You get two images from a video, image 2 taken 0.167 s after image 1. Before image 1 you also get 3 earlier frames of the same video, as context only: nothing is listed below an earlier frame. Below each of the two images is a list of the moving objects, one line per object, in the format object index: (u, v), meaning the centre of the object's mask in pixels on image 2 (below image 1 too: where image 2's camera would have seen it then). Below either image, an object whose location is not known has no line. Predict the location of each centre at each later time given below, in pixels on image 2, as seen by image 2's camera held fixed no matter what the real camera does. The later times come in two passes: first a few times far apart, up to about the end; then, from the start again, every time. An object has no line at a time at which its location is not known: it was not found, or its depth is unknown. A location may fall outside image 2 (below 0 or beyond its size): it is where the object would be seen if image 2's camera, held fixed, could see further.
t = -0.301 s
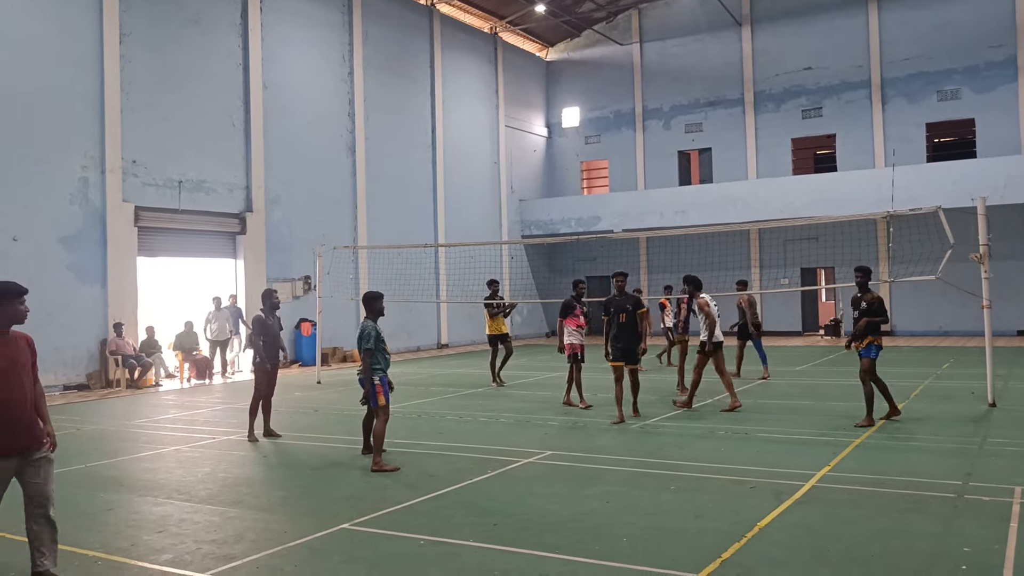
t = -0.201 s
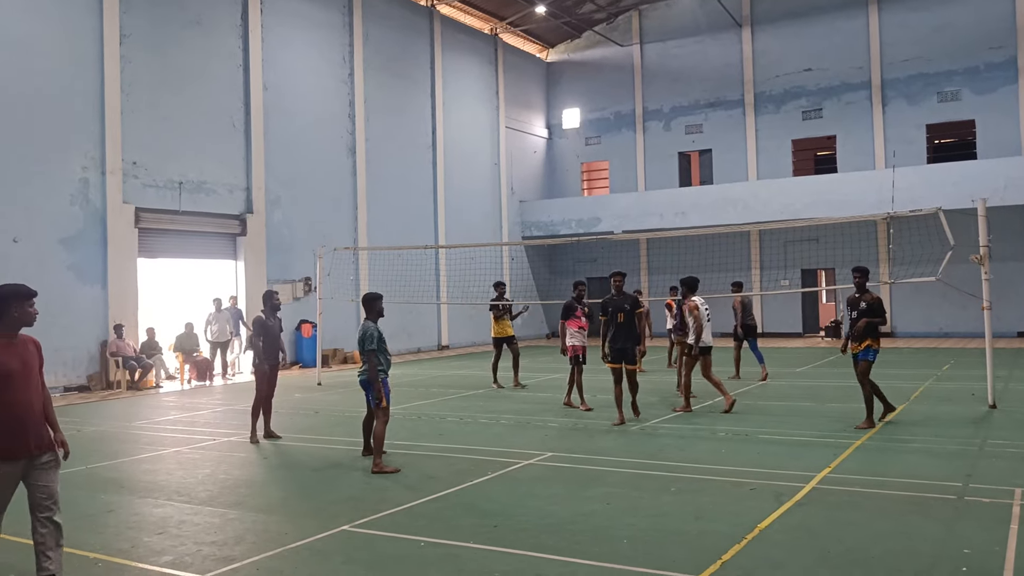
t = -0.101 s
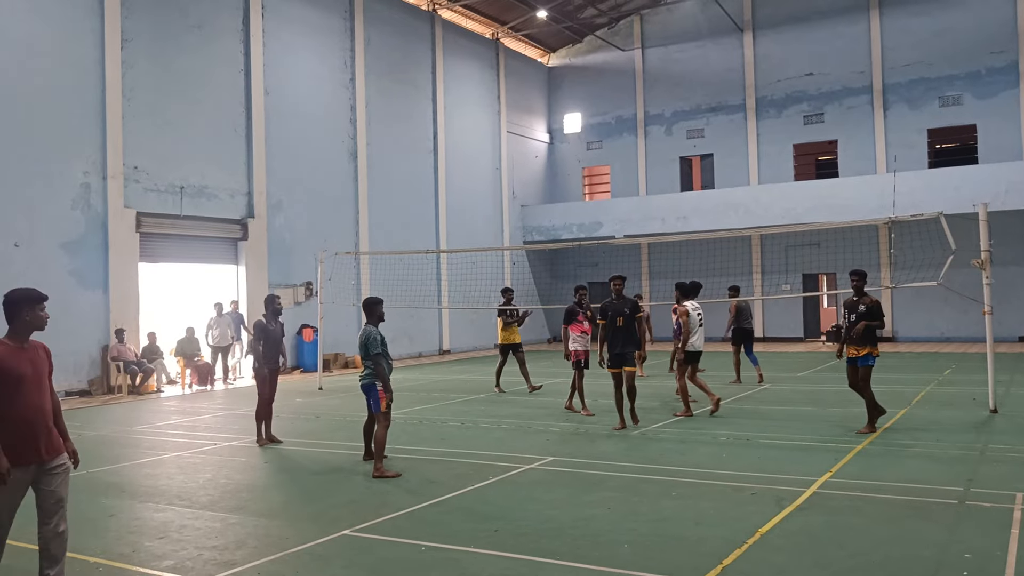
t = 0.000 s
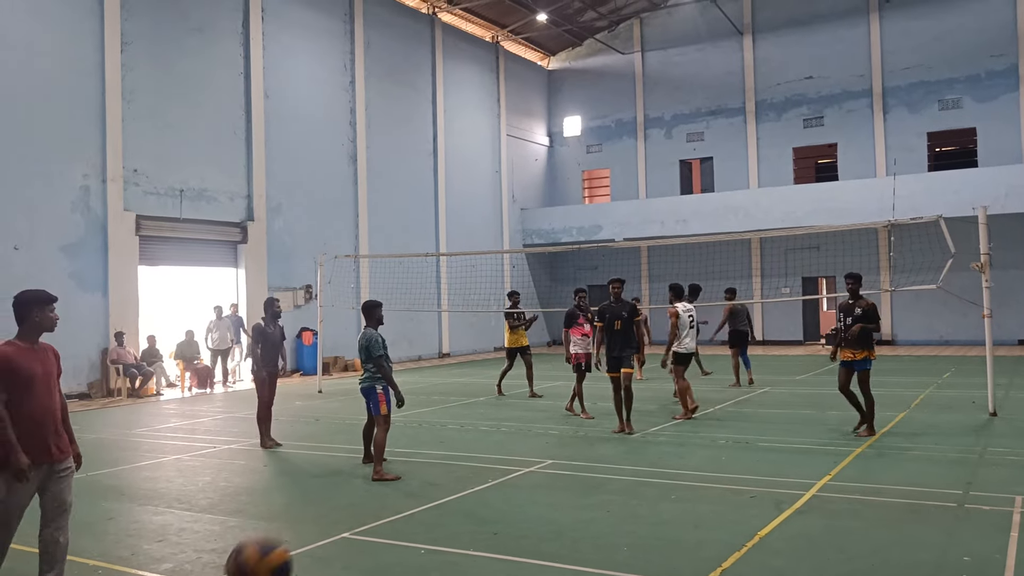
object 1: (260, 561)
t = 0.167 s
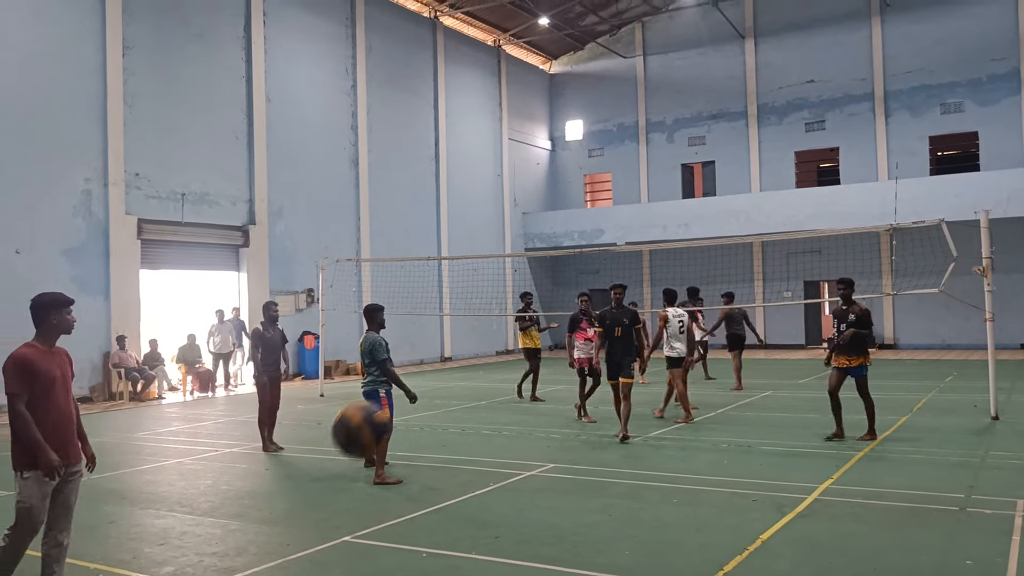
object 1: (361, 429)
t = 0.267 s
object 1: (412, 393)
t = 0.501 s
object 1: (510, 405)
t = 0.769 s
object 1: (596, 543)
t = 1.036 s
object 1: (661, 454)
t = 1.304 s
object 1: (719, 416)
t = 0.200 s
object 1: (380, 413)
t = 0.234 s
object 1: (396, 401)
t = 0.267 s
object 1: (412, 393)
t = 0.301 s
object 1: (428, 386)
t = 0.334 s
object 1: (442, 383)
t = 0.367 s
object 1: (457, 382)
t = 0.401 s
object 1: (472, 385)
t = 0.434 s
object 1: (485, 389)
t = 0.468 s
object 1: (497, 396)
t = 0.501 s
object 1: (510, 405)
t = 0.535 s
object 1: (522, 415)
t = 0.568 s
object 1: (533, 427)
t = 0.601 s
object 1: (546, 443)
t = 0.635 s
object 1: (556, 458)
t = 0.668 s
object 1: (566, 478)
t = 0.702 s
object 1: (576, 498)
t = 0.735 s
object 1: (586, 518)
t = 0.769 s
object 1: (596, 543)
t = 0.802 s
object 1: (604, 565)
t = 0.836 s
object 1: (613, 572)
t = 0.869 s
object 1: (622, 546)
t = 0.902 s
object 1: (630, 524)
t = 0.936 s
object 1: (638, 503)
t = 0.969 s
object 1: (646, 483)
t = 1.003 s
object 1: (654, 468)
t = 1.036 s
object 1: (661, 454)
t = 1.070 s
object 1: (670, 441)
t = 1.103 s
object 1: (677, 432)
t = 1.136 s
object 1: (685, 425)
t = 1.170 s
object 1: (692, 419)
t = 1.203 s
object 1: (699, 416)
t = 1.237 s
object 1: (706, 414)
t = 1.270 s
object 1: (713, 414)
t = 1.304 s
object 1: (719, 416)
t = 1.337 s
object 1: (726, 419)
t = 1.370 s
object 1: (733, 424)
